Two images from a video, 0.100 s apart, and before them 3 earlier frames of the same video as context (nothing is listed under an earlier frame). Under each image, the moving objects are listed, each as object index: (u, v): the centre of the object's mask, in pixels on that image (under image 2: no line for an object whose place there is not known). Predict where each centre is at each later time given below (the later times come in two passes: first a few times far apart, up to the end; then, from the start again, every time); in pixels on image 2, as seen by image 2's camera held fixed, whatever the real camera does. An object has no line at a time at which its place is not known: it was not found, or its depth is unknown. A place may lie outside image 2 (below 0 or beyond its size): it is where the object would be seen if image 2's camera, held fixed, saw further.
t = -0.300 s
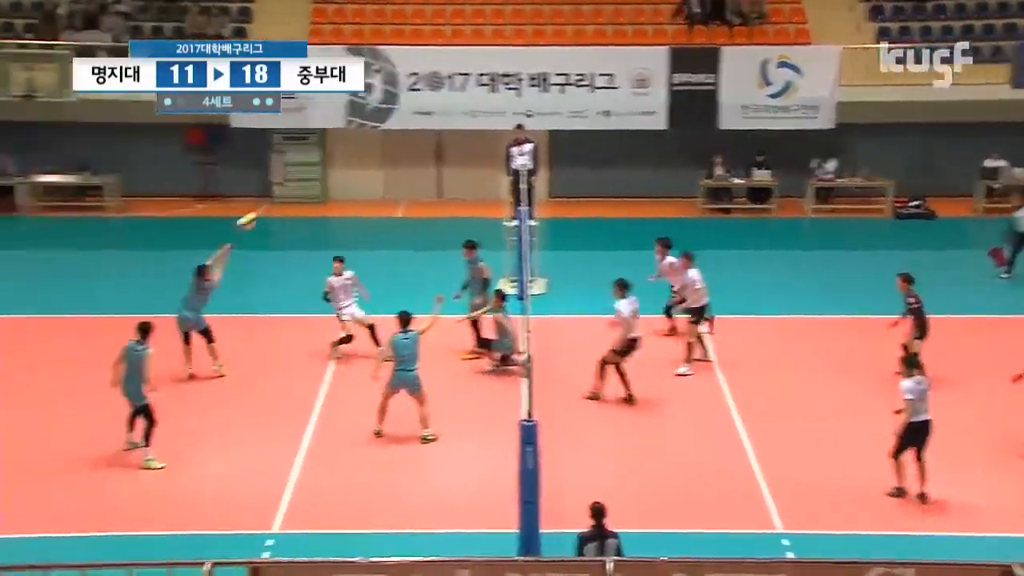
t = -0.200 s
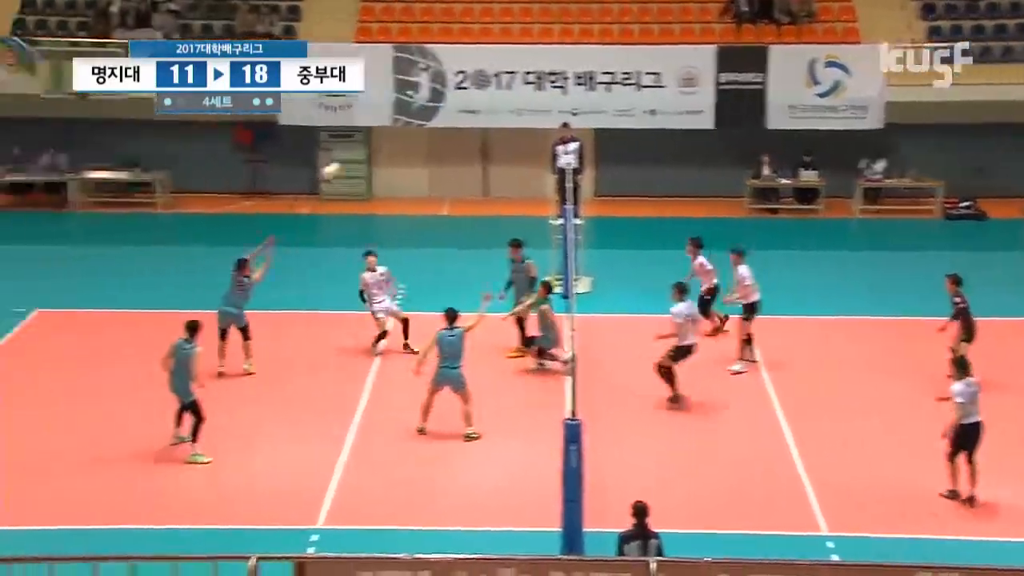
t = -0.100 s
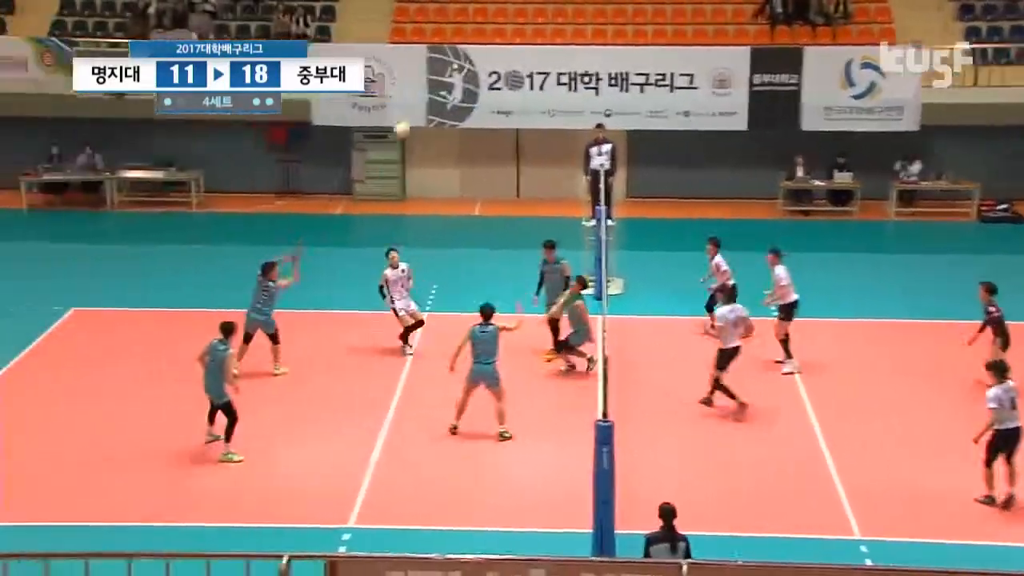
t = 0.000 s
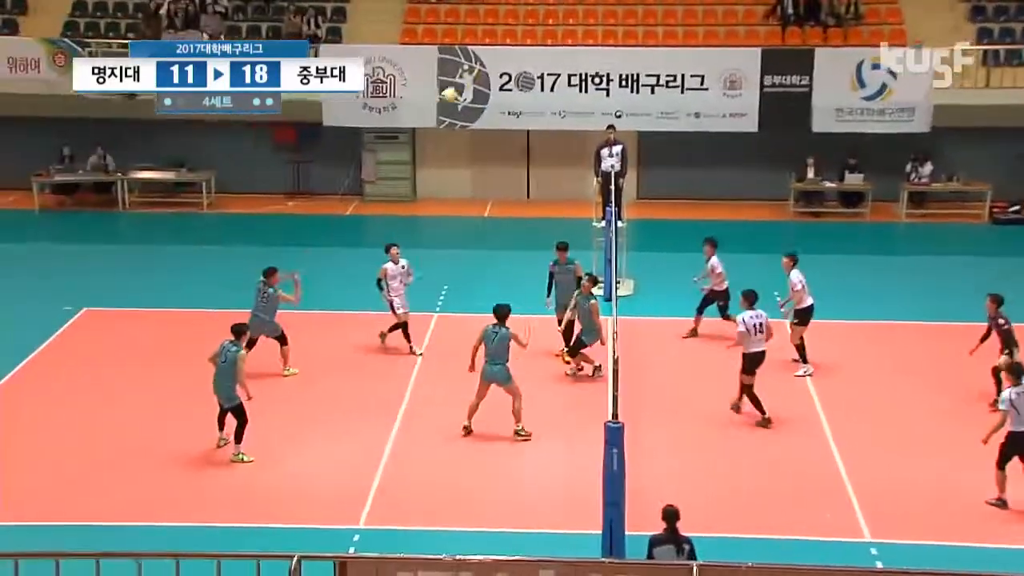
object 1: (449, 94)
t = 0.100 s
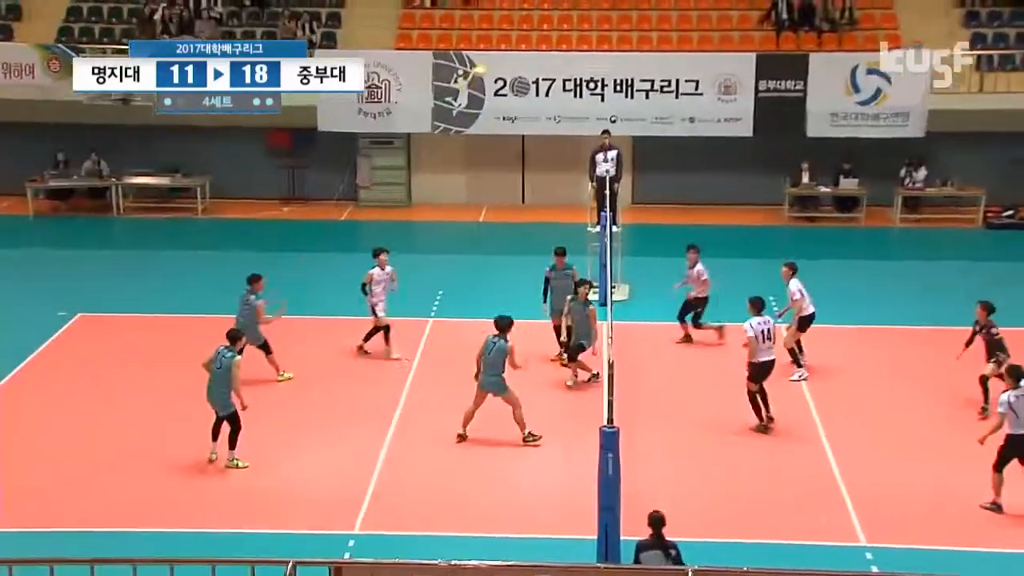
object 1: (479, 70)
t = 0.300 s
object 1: (551, 33)
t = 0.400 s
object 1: (586, 26)
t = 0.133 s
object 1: (492, 62)
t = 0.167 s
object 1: (504, 53)
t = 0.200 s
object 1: (516, 48)
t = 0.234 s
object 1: (527, 42)
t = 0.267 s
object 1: (539, 37)
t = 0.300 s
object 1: (551, 33)
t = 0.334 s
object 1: (563, 30)
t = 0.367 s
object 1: (575, 28)
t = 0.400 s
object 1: (586, 26)
